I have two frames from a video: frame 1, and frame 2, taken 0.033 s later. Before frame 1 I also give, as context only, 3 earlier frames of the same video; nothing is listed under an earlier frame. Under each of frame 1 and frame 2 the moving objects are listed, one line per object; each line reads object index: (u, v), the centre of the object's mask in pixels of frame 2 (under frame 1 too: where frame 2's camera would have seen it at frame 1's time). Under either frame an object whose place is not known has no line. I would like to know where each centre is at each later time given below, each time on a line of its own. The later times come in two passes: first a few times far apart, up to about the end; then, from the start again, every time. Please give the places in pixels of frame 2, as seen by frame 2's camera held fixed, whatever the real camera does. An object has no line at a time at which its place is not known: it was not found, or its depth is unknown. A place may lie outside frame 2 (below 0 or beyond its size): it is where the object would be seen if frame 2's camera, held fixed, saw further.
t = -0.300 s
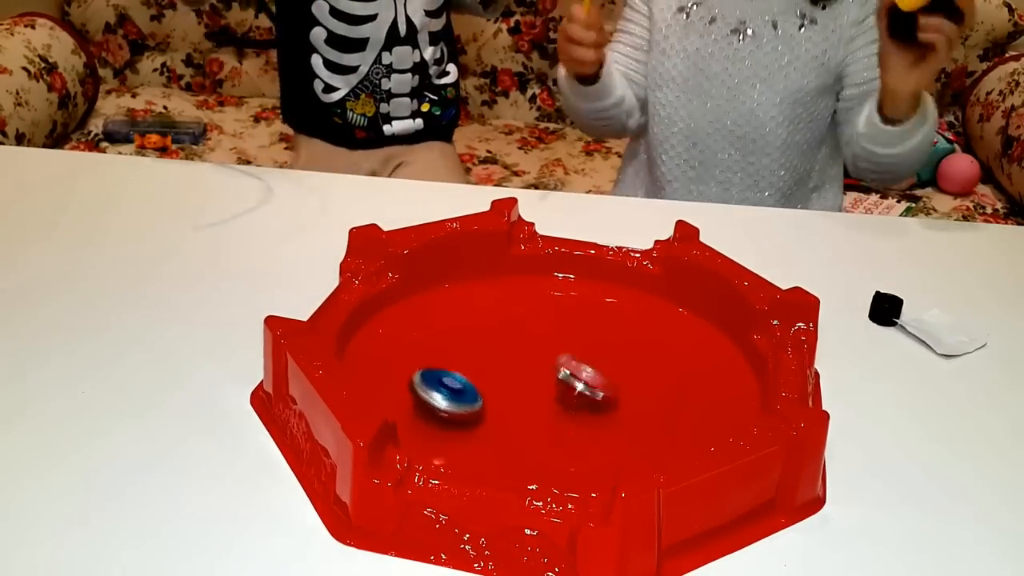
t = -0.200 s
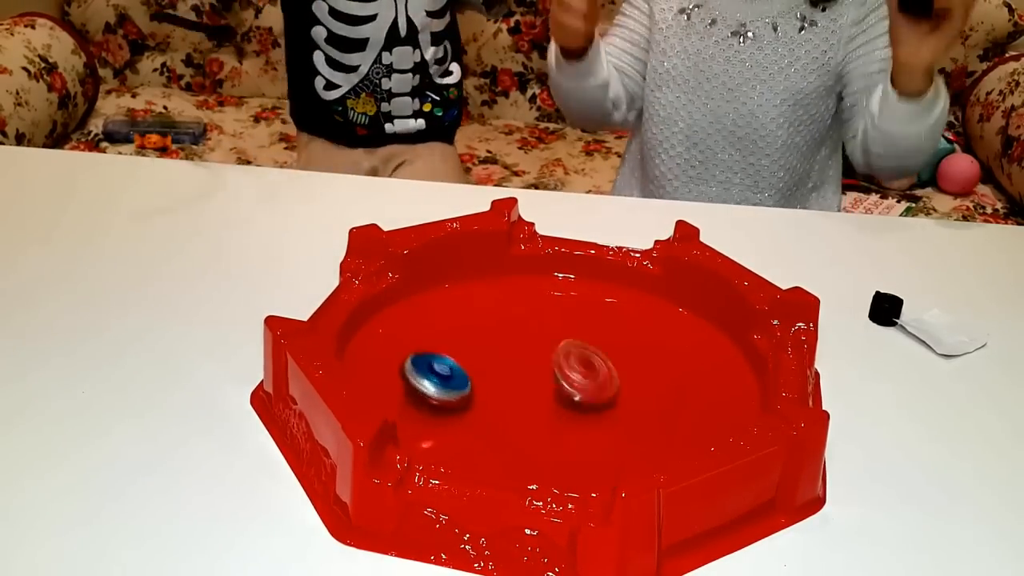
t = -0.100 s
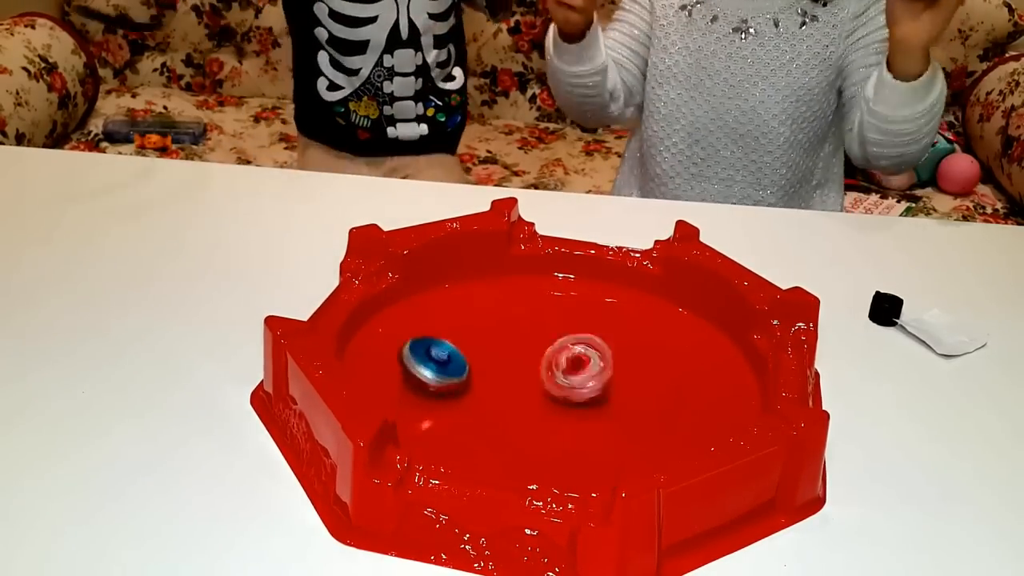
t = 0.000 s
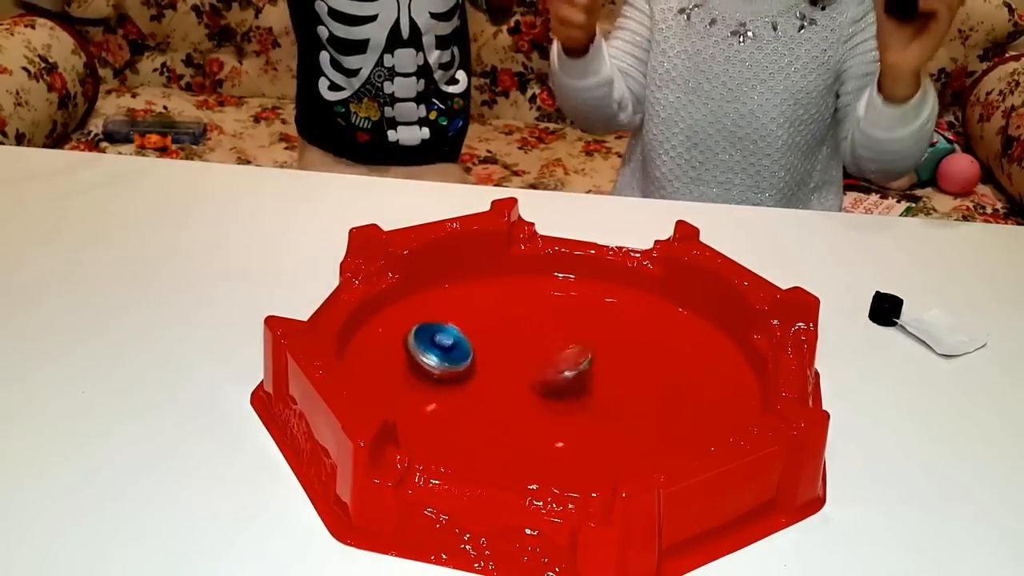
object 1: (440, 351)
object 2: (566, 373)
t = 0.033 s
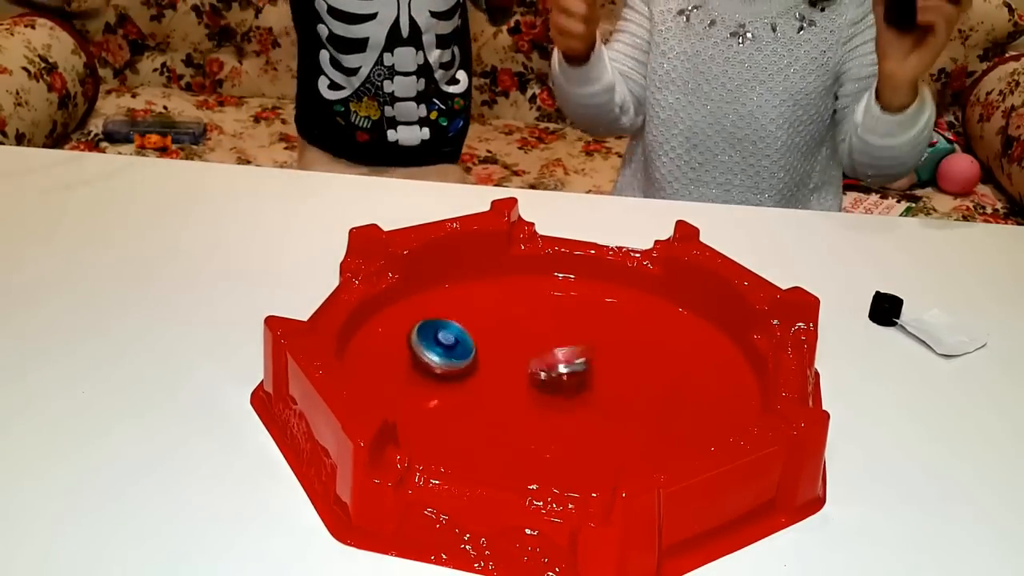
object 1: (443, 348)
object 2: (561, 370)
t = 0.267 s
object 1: (477, 328)
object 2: (546, 360)
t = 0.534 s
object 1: (538, 298)
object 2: (546, 395)
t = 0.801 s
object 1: (599, 305)
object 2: (568, 417)
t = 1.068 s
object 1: (637, 337)
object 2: (567, 414)
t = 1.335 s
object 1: (637, 376)
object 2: (567, 414)
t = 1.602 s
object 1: (613, 402)
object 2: (552, 416)
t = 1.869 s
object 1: (596, 404)
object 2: (534, 416)
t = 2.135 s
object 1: (574, 389)
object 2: (530, 415)
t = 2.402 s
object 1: (563, 367)
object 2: (530, 415)
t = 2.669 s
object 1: (568, 352)
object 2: (531, 416)
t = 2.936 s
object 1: (588, 345)
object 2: (530, 416)
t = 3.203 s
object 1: (610, 350)
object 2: (530, 416)
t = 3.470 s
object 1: (617, 362)
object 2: (530, 415)
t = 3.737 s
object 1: (606, 374)
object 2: (530, 415)
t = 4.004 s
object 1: (579, 377)
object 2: (530, 415)
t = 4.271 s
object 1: (553, 368)
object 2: (530, 415)
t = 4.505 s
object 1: (540, 359)
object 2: (530, 416)
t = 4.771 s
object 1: (542, 350)
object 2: (530, 416)
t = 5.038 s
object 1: (561, 345)
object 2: (530, 416)
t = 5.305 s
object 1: (586, 347)
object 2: (530, 416)
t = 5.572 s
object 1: (603, 359)
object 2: (530, 416)
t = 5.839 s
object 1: (600, 372)
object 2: (530, 416)
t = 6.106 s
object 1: (579, 378)
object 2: (530, 415)
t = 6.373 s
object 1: (554, 371)
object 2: (530, 416)
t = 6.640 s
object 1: (541, 361)
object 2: (530, 416)
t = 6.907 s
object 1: (544, 352)
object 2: (530, 416)
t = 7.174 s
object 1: (563, 348)
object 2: (530, 416)
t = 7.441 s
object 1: (588, 352)
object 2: (530, 416)
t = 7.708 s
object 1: (603, 363)
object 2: (530, 416)
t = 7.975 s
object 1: (596, 374)
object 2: (530, 416)
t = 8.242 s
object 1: (574, 377)
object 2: (530, 416)
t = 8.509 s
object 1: (552, 367)
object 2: (530, 416)
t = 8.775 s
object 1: (543, 358)
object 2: (530, 416)
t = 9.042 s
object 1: (552, 350)
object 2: (530, 416)
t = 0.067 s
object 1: (446, 344)
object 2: (559, 367)
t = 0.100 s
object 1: (450, 340)
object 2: (557, 365)
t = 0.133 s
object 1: (454, 337)
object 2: (554, 364)
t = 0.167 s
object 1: (459, 335)
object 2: (552, 363)
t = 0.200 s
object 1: (465, 332)
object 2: (550, 362)
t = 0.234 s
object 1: (471, 330)
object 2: (548, 362)
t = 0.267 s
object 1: (477, 328)
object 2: (546, 360)
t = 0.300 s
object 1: (485, 327)
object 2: (545, 359)
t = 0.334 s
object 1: (492, 325)
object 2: (545, 357)
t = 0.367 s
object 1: (497, 324)
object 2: (544, 355)
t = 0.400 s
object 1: (504, 322)
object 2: (544, 355)
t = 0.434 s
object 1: (514, 315)
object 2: (545, 363)
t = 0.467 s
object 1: (522, 307)
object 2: (546, 376)
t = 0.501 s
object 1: (531, 301)
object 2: (546, 387)
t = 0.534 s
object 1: (538, 298)
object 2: (546, 395)
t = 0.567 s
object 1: (547, 296)
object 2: (549, 401)
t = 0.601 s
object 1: (555, 295)
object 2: (555, 406)
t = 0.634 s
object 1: (563, 296)
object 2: (561, 412)
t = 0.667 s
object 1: (571, 297)
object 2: (565, 415)
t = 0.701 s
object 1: (578, 298)
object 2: (567, 416)
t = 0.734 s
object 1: (586, 300)
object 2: (568, 417)
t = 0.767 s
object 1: (592, 302)
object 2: (569, 417)
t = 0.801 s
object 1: (599, 305)
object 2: (568, 417)
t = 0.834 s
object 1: (605, 308)
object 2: (568, 416)
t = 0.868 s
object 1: (610, 312)
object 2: (568, 415)
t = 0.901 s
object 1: (616, 315)
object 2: (568, 415)
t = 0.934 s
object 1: (621, 319)
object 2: (567, 414)
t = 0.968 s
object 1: (626, 323)
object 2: (567, 414)
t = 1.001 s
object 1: (630, 327)
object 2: (567, 414)
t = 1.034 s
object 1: (634, 332)
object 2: (567, 414)
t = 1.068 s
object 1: (637, 337)
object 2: (567, 414)
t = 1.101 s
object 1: (639, 341)
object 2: (568, 414)
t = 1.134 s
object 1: (641, 347)
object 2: (568, 414)
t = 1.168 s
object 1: (642, 352)
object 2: (568, 414)
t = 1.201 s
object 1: (643, 357)
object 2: (568, 414)
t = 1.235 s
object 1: (642, 362)
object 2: (568, 414)
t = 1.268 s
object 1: (642, 366)
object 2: (568, 414)
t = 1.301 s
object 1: (640, 371)
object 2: (568, 414)
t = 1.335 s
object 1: (637, 376)
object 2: (567, 414)
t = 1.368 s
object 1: (635, 380)
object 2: (567, 414)
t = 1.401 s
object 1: (631, 383)
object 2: (567, 414)
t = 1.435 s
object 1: (627, 388)
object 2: (567, 414)
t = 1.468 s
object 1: (625, 391)
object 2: (566, 414)
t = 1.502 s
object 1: (624, 394)
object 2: (559, 417)
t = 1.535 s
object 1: (621, 397)
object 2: (555, 418)
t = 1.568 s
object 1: (617, 400)
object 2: (553, 417)
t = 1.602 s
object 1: (613, 402)
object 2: (552, 416)
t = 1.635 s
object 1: (612, 403)
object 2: (548, 416)
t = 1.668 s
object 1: (611, 404)
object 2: (542, 416)
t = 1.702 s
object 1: (611, 405)
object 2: (537, 417)
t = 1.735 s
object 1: (610, 404)
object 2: (536, 415)
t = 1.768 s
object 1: (607, 404)
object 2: (535, 415)
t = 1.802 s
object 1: (603, 405)
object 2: (536, 415)
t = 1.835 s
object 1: (599, 404)
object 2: (536, 415)
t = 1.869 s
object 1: (596, 404)
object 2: (534, 416)
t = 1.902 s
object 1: (593, 403)
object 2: (531, 416)
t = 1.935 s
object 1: (591, 402)
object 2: (531, 416)
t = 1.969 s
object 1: (587, 400)
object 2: (530, 416)
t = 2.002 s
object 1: (585, 399)
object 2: (530, 416)
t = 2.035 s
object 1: (582, 397)
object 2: (530, 416)
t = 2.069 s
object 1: (579, 394)
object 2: (530, 415)
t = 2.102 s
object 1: (576, 391)
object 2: (530, 415)
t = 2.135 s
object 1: (574, 389)
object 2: (530, 415)
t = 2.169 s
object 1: (571, 386)
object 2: (530, 415)
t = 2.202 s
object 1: (569, 383)
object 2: (530, 415)
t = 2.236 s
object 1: (567, 381)
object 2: (530, 415)
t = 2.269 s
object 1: (566, 378)
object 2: (530, 415)
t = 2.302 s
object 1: (565, 376)
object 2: (530, 415)
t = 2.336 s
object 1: (564, 373)
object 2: (530, 415)
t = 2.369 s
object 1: (563, 370)
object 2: (530, 415)
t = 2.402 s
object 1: (563, 367)
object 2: (530, 415)
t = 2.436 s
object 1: (563, 365)
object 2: (530, 416)
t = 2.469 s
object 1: (563, 363)
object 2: (530, 416)
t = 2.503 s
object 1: (564, 360)
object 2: (531, 416)
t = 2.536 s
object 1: (564, 358)
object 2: (531, 416)
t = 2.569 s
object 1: (565, 357)
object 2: (531, 416)
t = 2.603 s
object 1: (566, 355)
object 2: (531, 416)
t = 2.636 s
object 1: (567, 354)
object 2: (531, 415)
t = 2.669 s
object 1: (568, 352)
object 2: (531, 416)
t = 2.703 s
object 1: (570, 351)
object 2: (531, 416)
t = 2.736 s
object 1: (572, 350)
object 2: (530, 416)
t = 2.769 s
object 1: (574, 349)
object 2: (530, 416)
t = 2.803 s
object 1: (576, 348)
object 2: (530, 416)
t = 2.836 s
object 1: (579, 347)
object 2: (530, 416)
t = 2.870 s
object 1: (582, 346)
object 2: (530, 416)
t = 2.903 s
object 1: (585, 346)
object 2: (530, 415)
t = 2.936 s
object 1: (588, 345)
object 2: (530, 416)
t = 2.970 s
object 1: (591, 345)
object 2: (530, 416)
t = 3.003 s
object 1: (594, 345)
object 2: (530, 416)
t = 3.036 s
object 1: (597, 346)
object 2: (530, 416)
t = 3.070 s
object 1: (600, 346)
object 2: (530, 416)
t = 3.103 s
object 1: (603, 347)
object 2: (530, 416)
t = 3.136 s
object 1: (606, 348)
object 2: (530, 416)
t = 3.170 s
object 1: (608, 349)
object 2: (530, 416)
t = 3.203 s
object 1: (610, 350)
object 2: (530, 416)
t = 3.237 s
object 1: (611, 351)
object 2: (530, 416)
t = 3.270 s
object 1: (613, 353)
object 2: (530, 416)
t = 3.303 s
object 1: (615, 354)
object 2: (530, 416)
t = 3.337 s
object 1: (615, 356)
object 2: (530, 416)
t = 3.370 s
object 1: (617, 357)
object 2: (530, 416)
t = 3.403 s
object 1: (617, 359)
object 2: (530, 416)
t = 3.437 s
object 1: (617, 361)
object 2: (530, 415)
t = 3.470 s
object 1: (617, 362)
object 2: (530, 415)
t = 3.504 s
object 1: (617, 364)
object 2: (530, 415)
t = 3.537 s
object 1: (616, 365)
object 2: (530, 415)
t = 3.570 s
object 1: (615, 367)
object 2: (530, 415)
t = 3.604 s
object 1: (614, 368)
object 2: (530, 415)
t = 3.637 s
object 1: (613, 370)
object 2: (530, 415)
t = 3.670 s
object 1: (611, 371)
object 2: (530, 415)
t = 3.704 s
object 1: (609, 372)
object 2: (530, 415)
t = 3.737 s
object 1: (606, 374)
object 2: (530, 415)
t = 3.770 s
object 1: (603, 374)
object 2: (530, 415)
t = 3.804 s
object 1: (600, 375)
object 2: (530, 415)
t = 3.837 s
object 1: (597, 376)
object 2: (530, 415)
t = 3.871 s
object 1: (593, 377)
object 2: (530, 415)
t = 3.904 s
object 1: (590, 377)
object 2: (530, 415)
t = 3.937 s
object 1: (586, 377)
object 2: (530, 415)
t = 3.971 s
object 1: (583, 377)
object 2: (530, 415)
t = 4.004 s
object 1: (579, 377)
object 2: (530, 415)
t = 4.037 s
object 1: (576, 377)
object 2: (530, 416)
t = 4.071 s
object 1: (573, 376)
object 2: (530, 416)
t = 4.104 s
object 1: (569, 375)
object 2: (530, 416)
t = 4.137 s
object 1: (566, 374)
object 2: (530, 416)
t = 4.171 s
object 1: (563, 373)
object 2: (530, 416)
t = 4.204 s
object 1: (559, 371)
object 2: (530, 415)
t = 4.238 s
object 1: (556, 370)
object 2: (530, 416)
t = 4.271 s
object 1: (553, 368)
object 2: (530, 415)
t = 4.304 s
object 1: (551, 367)
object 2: (530, 416)
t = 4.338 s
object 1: (548, 365)
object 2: (530, 416)
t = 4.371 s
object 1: (546, 364)
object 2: (530, 415)
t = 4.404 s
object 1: (544, 362)
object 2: (530, 415)
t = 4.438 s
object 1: (543, 361)
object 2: (530, 415)
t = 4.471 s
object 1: (541, 360)
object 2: (530, 416)
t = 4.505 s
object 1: (540, 359)
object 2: (530, 416)
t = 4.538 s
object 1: (539, 358)
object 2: (530, 416)
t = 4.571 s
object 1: (538, 357)
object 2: (530, 416)
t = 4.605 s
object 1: (538, 356)
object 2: (530, 416)
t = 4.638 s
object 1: (538, 354)
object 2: (530, 416)
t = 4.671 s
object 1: (539, 353)
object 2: (530, 416)
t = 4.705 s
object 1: (539, 352)
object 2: (530, 416)
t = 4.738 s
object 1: (540, 351)
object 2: (530, 416)
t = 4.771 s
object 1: (542, 350)
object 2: (530, 416)
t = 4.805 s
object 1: (544, 349)
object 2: (530, 416)
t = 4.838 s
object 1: (546, 348)
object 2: (530, 416)
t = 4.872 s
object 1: (548, 347)
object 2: (530, 416)
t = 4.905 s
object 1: (551, 347)
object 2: (530, 416)
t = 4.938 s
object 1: (553, 346)
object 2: (531, 416)
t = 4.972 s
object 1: (556, 346)
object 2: (530, 416)
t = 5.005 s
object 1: (559, 345)
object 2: (530, 416)
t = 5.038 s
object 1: (561, 345)
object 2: (530, 416)
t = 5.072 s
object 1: (564, 345)
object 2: (530, 416)
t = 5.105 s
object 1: (567, 345)
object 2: (530, 416)
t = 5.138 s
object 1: (570, 345)
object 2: (530, 416)
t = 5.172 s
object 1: (573, 344)
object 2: (530, 416)
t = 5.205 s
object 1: (576, 345)
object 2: (530, 416)
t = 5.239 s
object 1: (579, 346)
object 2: (530, 416)
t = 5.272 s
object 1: (582, 347)
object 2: (530, 416)
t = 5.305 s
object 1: (586, 347)
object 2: (530, 416)
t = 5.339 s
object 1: (588, 349)
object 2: (530, 416)
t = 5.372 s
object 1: (591, 350)
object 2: (530, 416)
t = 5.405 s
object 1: (594, 351)
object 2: (530, 416)
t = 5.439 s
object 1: (596, 352)
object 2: (530, 416)
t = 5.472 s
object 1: (598, 354)
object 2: (530, 416)
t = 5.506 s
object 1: (600, 356)
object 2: (530, 416)
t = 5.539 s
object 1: (602, 357)
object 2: (530, 416)
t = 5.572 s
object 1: (603, 359)
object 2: (530, 416)
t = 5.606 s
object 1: (604, 360)
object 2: (530, 416)
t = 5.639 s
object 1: (604, 362)
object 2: (530, 416)
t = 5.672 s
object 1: (604, 364)
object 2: (530, 416)
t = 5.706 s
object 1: (604, 365)
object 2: (530, 416)
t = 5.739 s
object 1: (604, 367)
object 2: (530, 416)
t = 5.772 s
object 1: (603, 368)
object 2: (530, 416)
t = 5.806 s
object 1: (602, 370)
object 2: (530, 416)
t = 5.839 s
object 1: (600, 372)
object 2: (530, 416)
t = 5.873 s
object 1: (598, 374)
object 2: (530, 416)
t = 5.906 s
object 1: (596, 375)
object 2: (530, 416)
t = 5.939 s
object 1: (593, 376)
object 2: (530, 416)
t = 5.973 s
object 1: (590, 376)
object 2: (530, 415)
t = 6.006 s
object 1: (587, 377)
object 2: (530, 415)
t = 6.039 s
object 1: (585, 378)
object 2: (530, 415)
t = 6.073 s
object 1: (581, 378)
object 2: (530, 415)
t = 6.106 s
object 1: (579, 378)
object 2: (530, 415)
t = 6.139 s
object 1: (575, 378)
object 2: (530, 416)
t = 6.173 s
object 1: (572, 377)
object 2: (530, 415)
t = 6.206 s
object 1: (569, 377)
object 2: (530, 416)
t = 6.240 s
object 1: (566, 376)
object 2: (530, 416)
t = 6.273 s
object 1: (563, 375)
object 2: (530, 416)
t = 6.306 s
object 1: (560, 374)
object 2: (530, 416)
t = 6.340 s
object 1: (557, 372)
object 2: (530, 416)
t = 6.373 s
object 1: (554, 371)
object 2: (530, 416)
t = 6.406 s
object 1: (552, 370)
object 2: (530, 416)
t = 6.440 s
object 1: (550, 368)
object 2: (530, 416)
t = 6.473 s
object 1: (548, 367)
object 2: (530, 416)
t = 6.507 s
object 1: (546, 365)
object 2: (530, 416)
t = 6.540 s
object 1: (544, 364)
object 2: (530, 416)
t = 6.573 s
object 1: (543, 363)
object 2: (530, 416)
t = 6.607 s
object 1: (542, 362)
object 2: (530, 416)
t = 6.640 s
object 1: (541, 361)
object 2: (530, 416)
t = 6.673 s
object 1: (540, 359)
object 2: (530, 416)
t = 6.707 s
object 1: (540, 358)
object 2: (530, 416)
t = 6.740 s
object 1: (539, 357)
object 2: (530, 416)
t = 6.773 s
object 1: (540, 356)
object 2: (530, 416)
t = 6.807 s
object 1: (540, 355)
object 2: (530, 416)
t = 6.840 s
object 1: (541, 354)
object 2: (530, 416)
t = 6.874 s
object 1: (542, 352)
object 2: (530, 416)
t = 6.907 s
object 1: (544, 352)
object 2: (530, 416)
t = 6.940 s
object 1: (546, 350)
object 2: (530, 416)
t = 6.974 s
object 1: (548, 350)
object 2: (530, 416)
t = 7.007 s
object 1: (550, 349)
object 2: (530, 416)
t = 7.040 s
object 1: (553, 349)
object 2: (530, 416)
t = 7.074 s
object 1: (555, 348)
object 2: (530, 416)
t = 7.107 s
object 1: (558, 348)
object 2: (530, 416)
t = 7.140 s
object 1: (561, 348)
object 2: (530, 416)
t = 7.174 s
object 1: (563, 348)
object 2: (530, 416)
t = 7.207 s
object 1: (567, 348)
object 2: (530, 416)
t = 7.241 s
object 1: (569, 348)
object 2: (530, 416)
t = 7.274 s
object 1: (573, 348)
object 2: (530, 416)
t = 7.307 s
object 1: (575, 348)
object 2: (530, 416)
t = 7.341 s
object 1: (579, 349)
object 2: (530, 416)
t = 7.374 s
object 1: (582, 350)
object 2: (530, 416)
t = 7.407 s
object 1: (585, 351)
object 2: (530, 416)
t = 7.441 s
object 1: (588, 352)
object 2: (530, 416)
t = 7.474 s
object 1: (590, 353)
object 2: (530, 416)
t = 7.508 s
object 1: (593, 354)
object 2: (530, 416)
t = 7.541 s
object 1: (595, 356)
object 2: (530, 416)
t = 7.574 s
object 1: (597, 356)
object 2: (530, 416)
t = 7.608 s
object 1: (599, 358)
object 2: (530, 416)
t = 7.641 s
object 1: (601, 359)
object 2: (530, 416)
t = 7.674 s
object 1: (602, 361)
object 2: (530, 416)
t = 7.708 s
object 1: (603, 363)
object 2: (530, 416)
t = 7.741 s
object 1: (603, 364)
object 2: (530, 416)
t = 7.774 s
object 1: (604, 365)
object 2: (530, 416)
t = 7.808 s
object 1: (603, 367)
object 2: (530, 416)
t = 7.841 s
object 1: (603, 368)
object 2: (530, 416)
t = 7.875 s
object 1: (602, 369)
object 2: (530, 416)
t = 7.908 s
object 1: (600, 371)
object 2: (530, 416)
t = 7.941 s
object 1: (598, 372)
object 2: (530, 416)
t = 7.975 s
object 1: (596, 374)
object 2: (530, 416)
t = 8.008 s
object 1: (594, 374)
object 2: (530, 416)
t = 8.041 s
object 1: (591, 375)
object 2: (530, 416)
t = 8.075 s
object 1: (589, 376)
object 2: (530, 416)
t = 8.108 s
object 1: (586, 377)
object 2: (530, 416)
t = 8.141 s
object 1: (583, 377)
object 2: (530, 416)
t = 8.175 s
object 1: (580, 377)
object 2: (530, 416)
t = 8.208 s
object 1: (577, 377)
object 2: (530, 416)
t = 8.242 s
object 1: (574, 377)
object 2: (530, 416)
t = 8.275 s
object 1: (572, 376)
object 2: (530, 416)
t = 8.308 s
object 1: (569, 376)
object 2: (530, 416)
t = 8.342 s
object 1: (566, 375)
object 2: (530, 416)
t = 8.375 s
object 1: (563, 374)
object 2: (530, 416)
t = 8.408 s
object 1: (560, 372)
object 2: (530, 416)
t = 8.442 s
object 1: (557, 371)
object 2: (530, 416)
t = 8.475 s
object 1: (555, 369)
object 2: (530, 416)
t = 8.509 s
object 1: (552, 367)
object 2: (530, 416)
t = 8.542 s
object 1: (550, 366)
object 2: (530, 416)
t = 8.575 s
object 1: (549, 365)
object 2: (530, 416)
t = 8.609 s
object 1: (548, 364)
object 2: (530, 416)
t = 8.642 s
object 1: (546, 362)
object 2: (530, 416)
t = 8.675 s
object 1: (545, 361)
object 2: (530, 416)
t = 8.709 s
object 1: (544, 360)
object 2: (530, 416)
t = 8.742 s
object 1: (543, 359)
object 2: (530, 416)
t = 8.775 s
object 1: (543, 358)
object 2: (530, 416)
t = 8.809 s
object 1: (543, 357)
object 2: (530, 416)
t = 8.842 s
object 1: (543, 356)
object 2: (530, 416)
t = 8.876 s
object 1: (543, 355)
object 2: (530, 416)
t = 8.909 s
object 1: (544, 353)
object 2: (530, 416)
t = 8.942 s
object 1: (545, 353)
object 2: (530, 416)
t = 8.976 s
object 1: (547, 352)
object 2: (530, 416)
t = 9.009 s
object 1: (549, 351)
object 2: (530, 416)
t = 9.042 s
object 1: (552, 350)
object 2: (530, 416)
